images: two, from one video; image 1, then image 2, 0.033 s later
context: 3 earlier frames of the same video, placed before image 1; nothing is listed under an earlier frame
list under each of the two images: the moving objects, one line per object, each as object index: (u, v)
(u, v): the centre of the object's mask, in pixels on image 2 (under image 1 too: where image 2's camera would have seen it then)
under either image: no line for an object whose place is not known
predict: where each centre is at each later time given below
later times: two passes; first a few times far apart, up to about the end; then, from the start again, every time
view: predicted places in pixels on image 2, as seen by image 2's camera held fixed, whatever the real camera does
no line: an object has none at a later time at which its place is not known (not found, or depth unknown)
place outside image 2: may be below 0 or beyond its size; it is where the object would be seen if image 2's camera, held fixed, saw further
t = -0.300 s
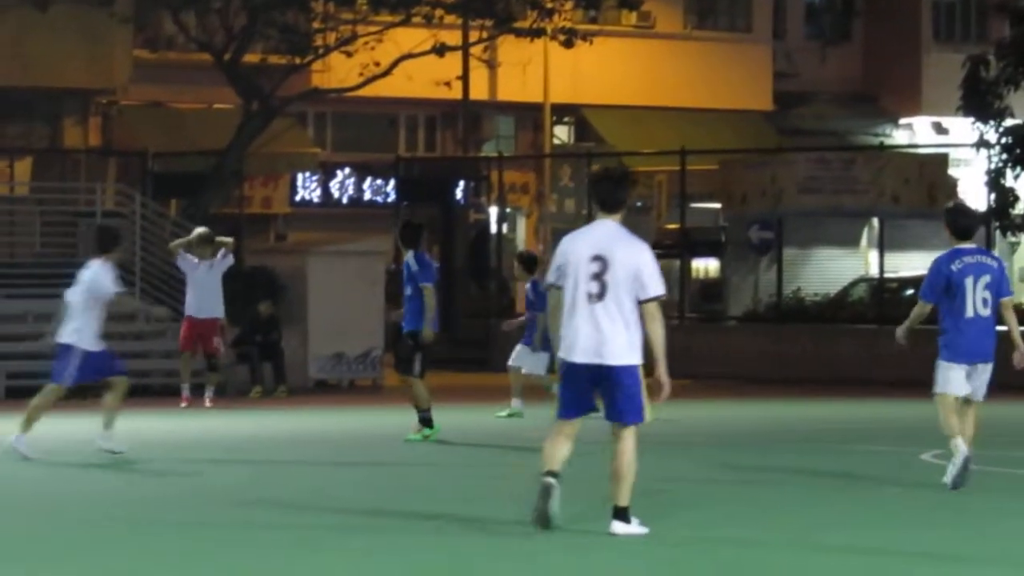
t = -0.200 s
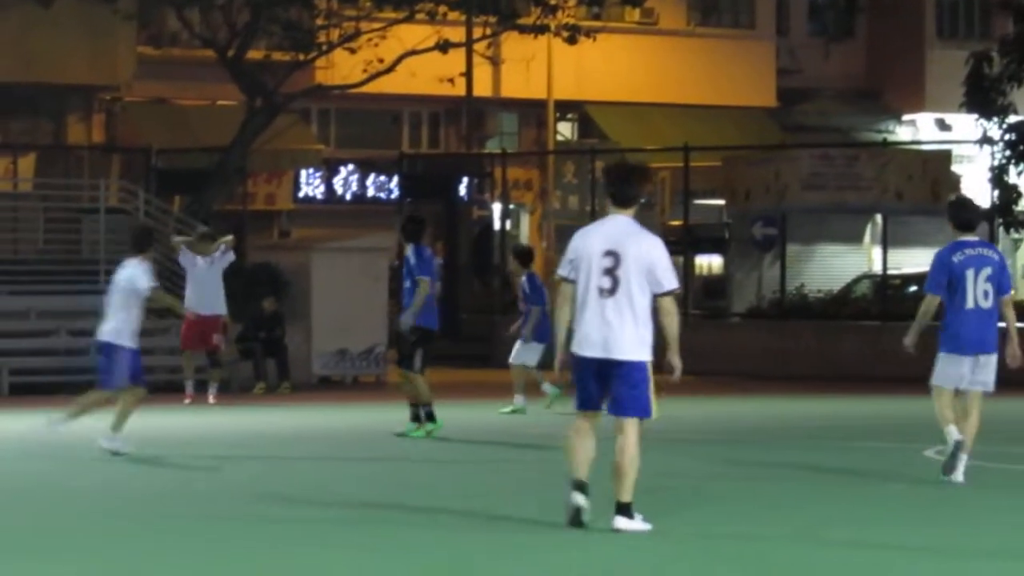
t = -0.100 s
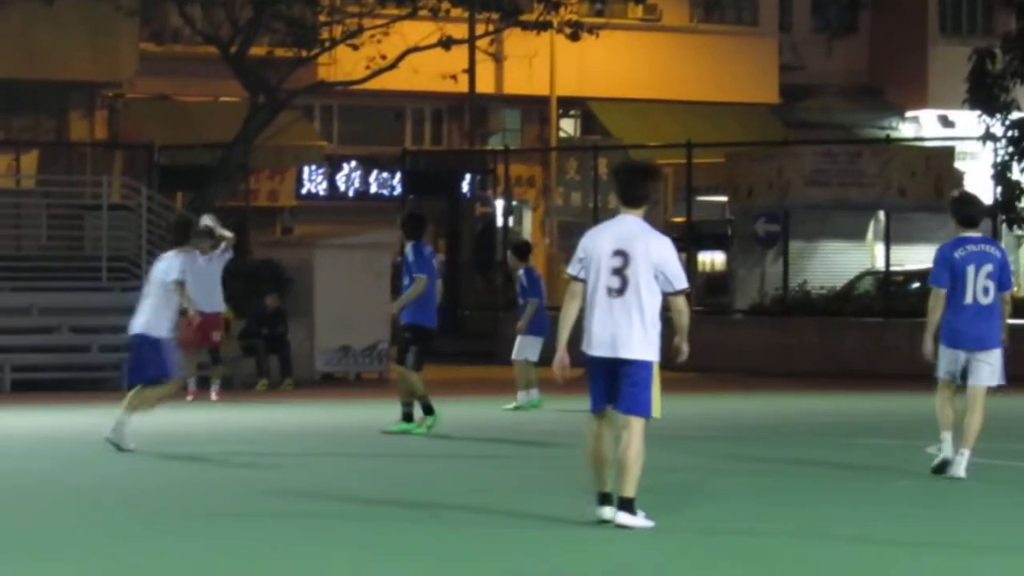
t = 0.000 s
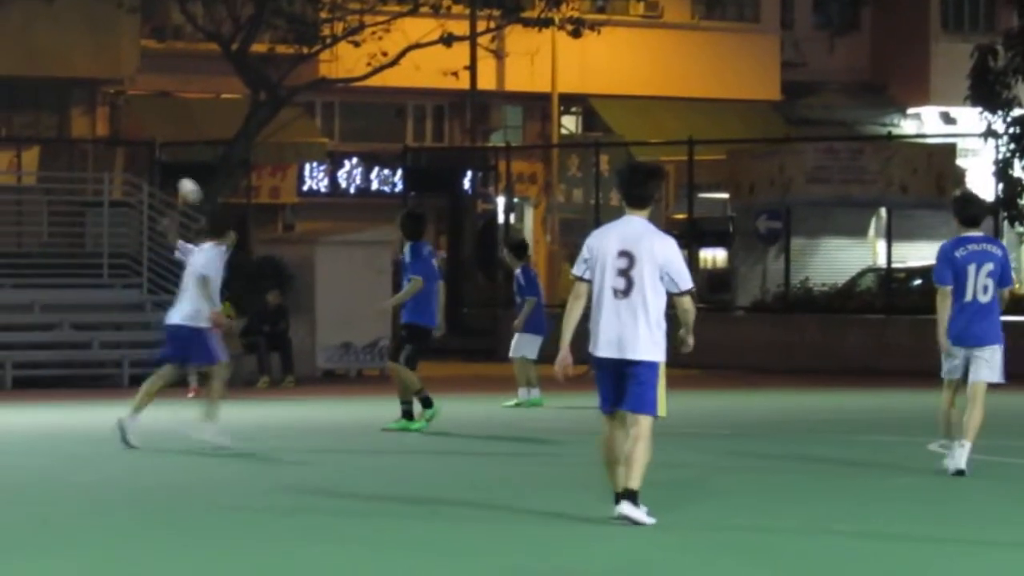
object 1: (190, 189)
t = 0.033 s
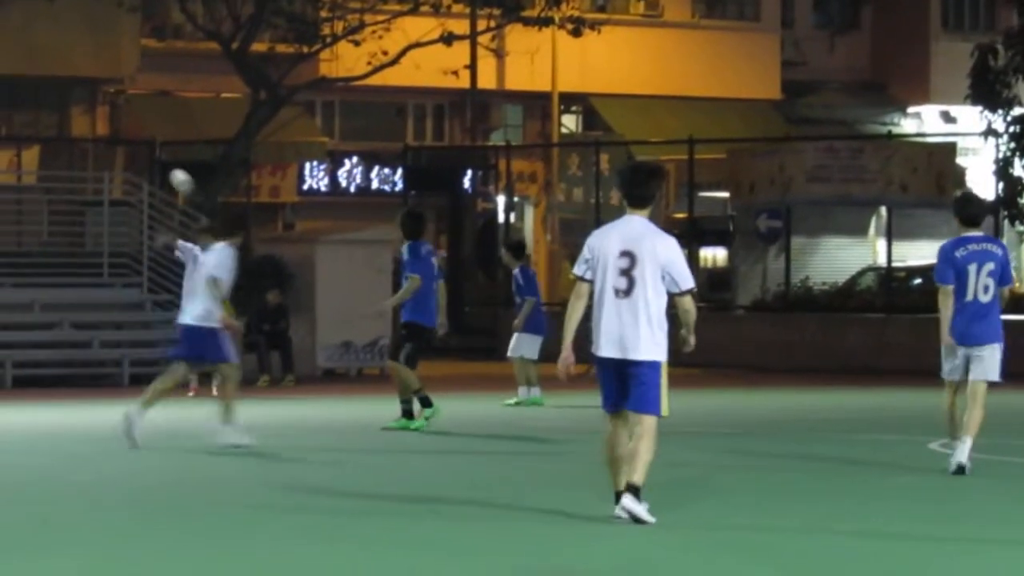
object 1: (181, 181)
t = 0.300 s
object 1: (114, 149)
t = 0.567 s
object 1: (44, 190)
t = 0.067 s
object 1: (173, 173)
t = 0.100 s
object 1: (164, 166)
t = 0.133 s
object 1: (156, 160)
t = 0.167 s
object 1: (147, 156)
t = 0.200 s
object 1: (139, 153)
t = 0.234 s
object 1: (131, 150)
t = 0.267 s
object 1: (122, 149)
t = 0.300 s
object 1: (114, 149)
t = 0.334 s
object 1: (105, 150)
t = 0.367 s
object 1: (97, 152)
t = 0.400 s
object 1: (89, 155)
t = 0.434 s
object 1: (80, 159)
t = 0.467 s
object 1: (71, 166)
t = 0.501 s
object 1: (62, 172)
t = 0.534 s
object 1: (53, 181)
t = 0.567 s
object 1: (44, 190)
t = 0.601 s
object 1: (38, 201)
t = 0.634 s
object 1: (20, 214)
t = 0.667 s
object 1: (12, 227)
